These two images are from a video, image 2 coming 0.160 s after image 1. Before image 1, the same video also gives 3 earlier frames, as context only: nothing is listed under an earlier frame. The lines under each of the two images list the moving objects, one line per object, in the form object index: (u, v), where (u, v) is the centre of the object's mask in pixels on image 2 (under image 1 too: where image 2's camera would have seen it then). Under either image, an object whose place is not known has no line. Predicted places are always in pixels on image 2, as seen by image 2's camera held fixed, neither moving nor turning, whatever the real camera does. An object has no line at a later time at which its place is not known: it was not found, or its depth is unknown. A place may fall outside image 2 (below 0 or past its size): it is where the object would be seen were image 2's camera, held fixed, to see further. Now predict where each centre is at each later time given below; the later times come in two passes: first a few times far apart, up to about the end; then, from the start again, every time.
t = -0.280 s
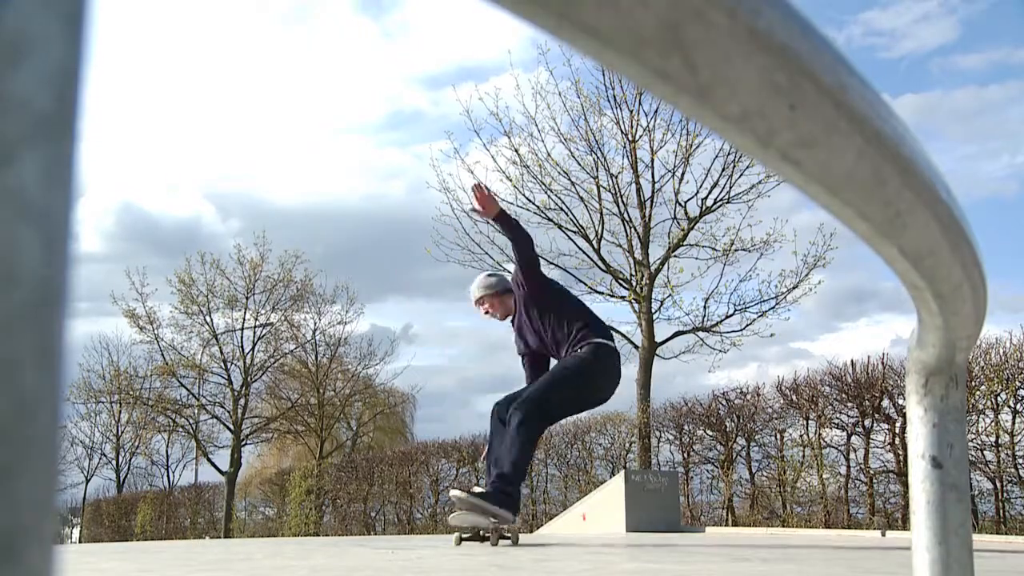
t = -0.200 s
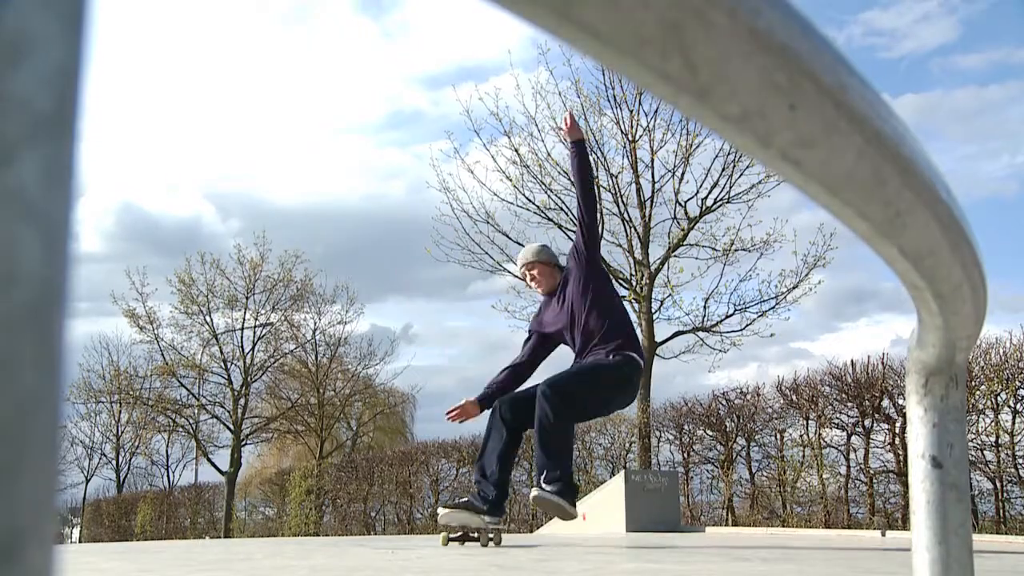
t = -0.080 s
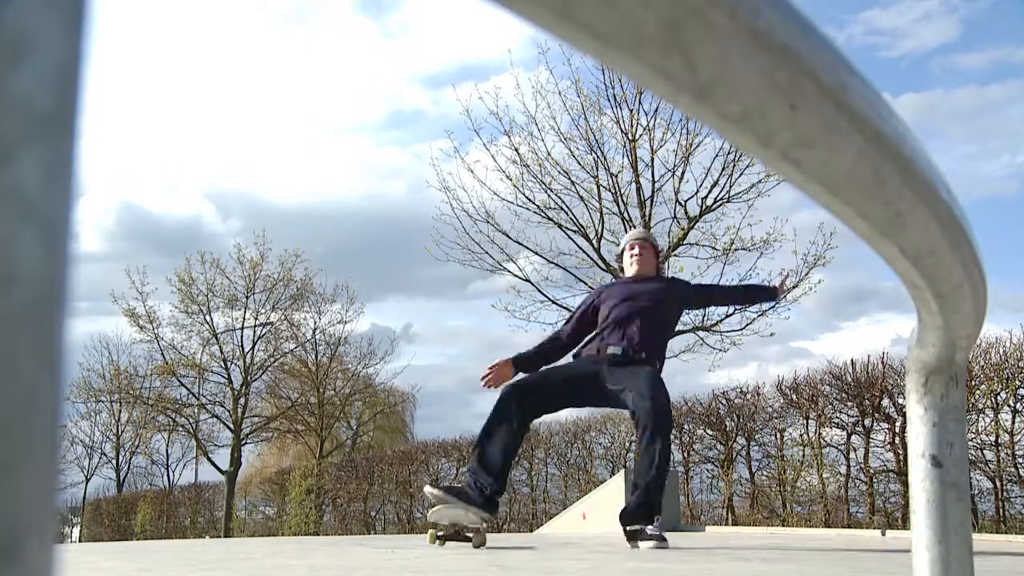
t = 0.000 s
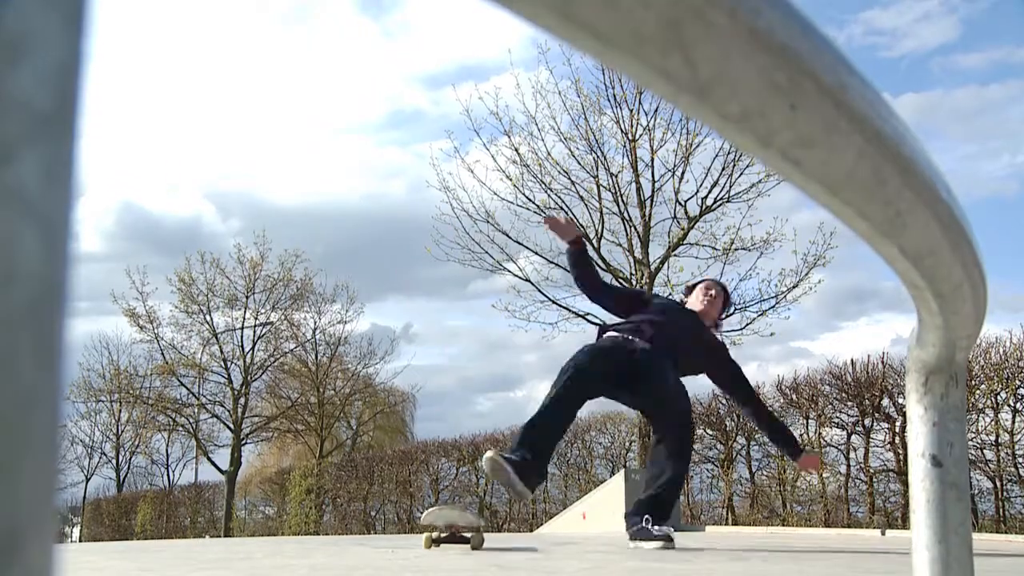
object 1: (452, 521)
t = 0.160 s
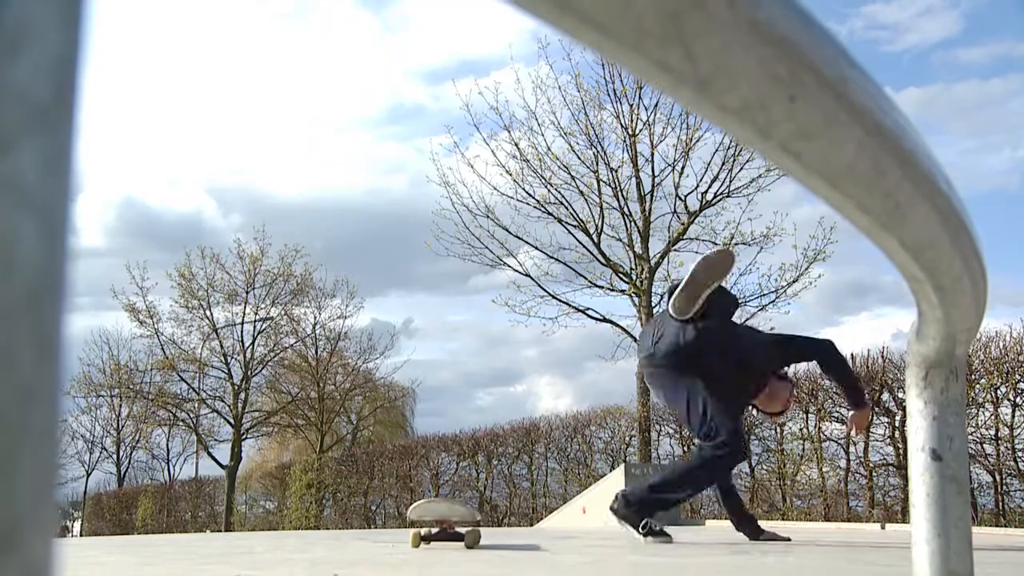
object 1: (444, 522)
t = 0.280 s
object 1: (435, 522)
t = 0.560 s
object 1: (403, 526)
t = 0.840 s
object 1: (320, 522)
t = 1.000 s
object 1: (206, 505)
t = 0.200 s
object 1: (441, 522)
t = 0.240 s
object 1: (438, 522)
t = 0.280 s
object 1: (435, 522)
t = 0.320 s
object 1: (432, 522)
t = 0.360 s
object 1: (428, 523)
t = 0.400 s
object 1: (424, 523)
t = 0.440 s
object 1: (420, 523)
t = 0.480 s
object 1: (415, 525)
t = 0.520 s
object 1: (409, 526)
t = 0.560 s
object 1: (403, 526)
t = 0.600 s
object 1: (396, 526)
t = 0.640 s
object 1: (387, 526)
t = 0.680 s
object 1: (378, 526)
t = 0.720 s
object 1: (367, 526)
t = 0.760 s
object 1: (354, 525)
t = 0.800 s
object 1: (339, 525)
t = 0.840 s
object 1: (320, 522)
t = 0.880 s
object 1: (296, 517)
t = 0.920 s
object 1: (267, 510)
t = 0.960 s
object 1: (226, 505)
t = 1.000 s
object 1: (206, 505)
